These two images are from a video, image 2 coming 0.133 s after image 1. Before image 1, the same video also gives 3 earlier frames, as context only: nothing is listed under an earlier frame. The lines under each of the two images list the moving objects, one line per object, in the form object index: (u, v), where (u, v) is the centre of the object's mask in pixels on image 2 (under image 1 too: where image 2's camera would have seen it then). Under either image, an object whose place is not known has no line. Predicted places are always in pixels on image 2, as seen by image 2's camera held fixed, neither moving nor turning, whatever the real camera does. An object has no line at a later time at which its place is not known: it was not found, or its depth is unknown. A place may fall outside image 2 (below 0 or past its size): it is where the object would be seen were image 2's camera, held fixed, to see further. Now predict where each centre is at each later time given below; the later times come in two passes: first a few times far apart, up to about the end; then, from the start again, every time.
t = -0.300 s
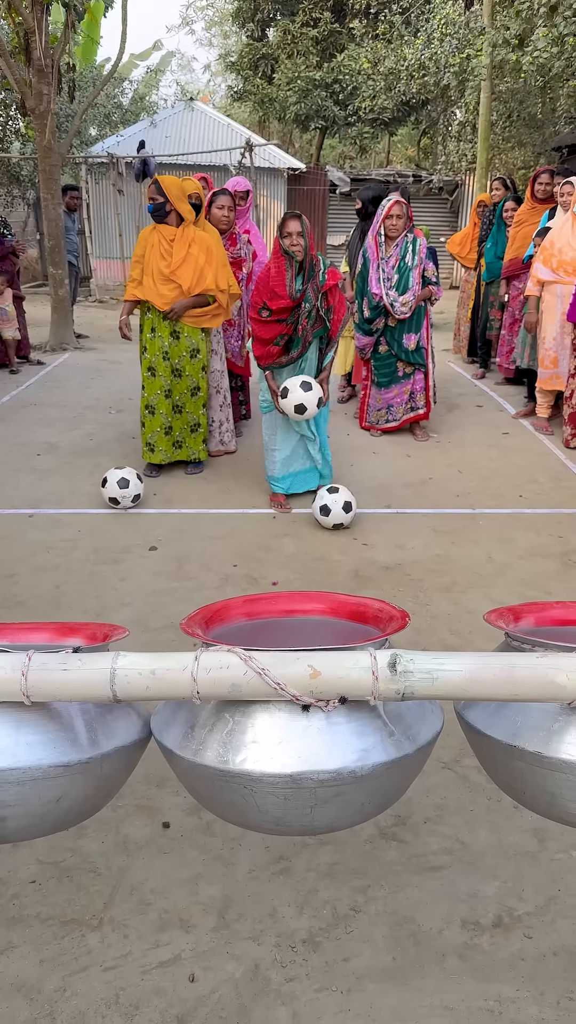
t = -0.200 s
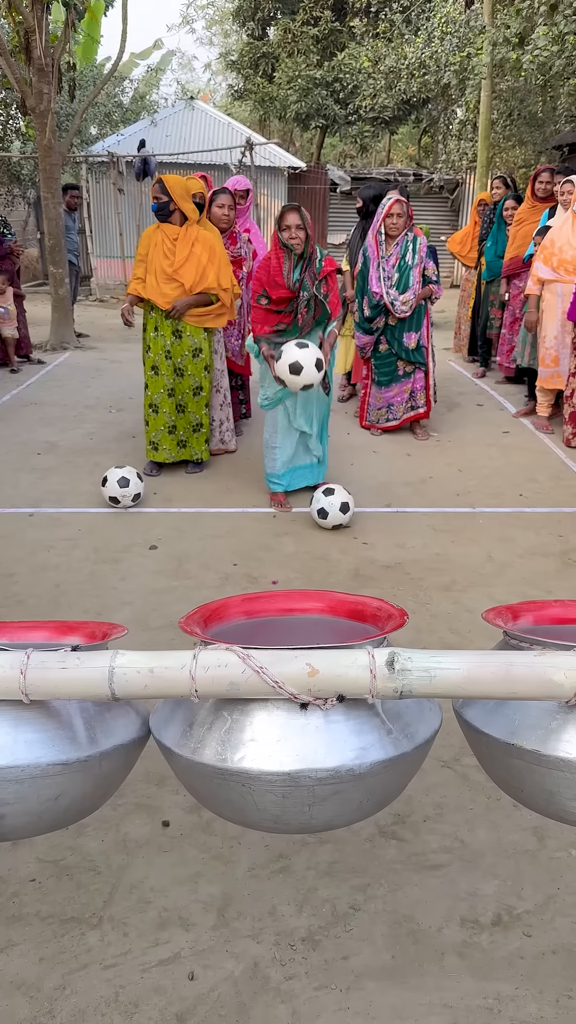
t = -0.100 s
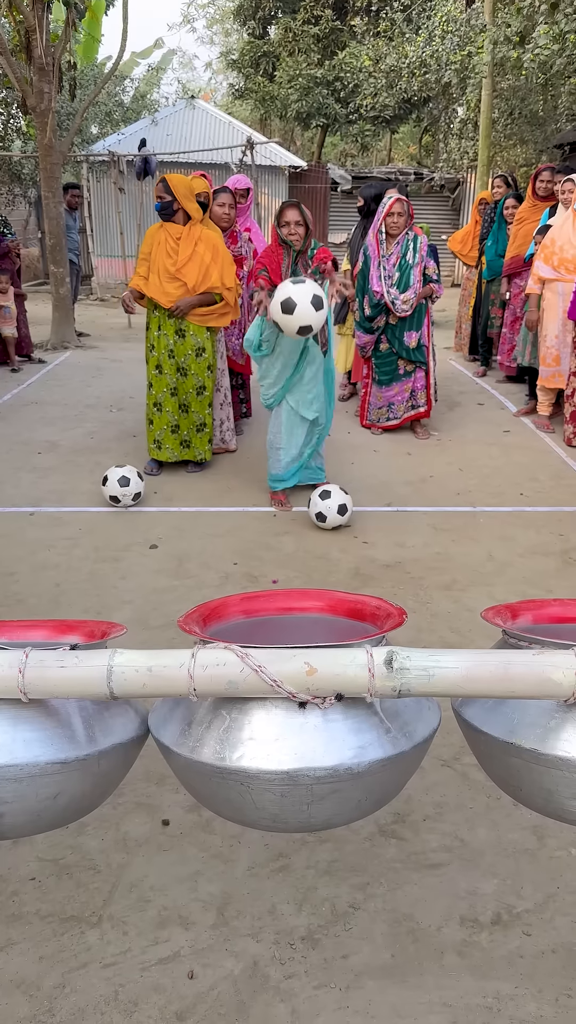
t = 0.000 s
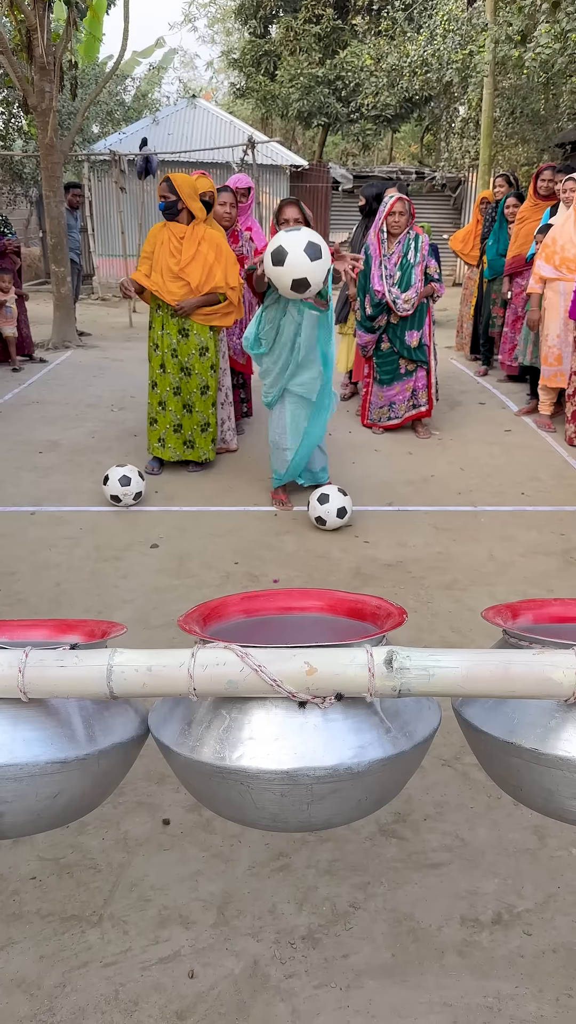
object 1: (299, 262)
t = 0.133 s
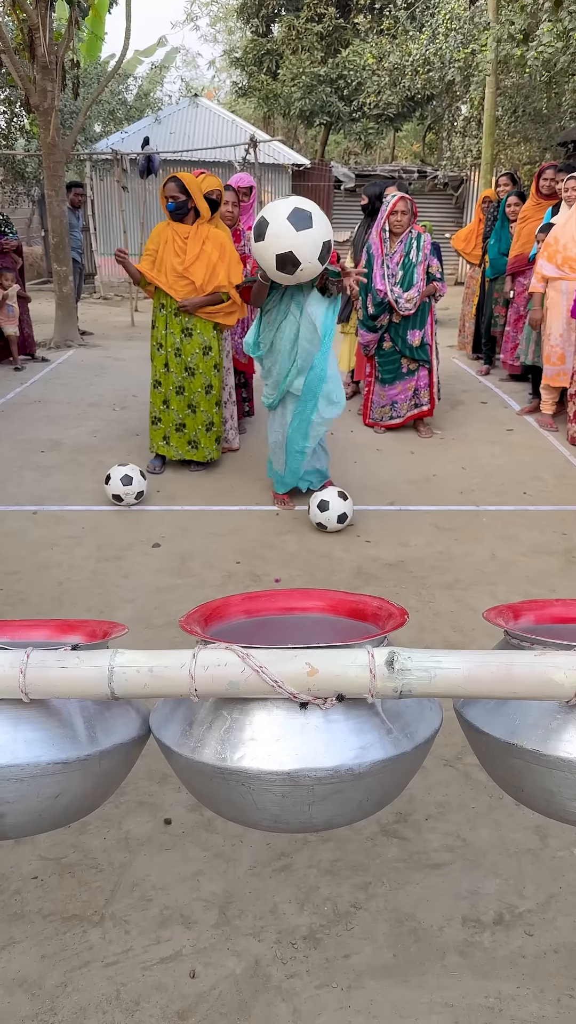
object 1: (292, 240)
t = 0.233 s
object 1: (282, 272)
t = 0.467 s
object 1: (246, 530)
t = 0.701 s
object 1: (176, 507)
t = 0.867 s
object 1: (113, 561)
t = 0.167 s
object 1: (289, 245)
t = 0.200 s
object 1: (286, 255)
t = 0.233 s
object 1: (282, 272)
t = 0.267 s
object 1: (279, 294)
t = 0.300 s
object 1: (275, 325)
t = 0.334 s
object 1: (271, 365)
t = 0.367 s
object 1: (267, 415)
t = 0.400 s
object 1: (262, 475)
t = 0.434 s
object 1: (256, 541)
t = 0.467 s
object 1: (246, 530)
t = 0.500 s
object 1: (235, 522)
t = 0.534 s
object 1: (224, 514)
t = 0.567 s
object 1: (215, 500)
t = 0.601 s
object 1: (205, 492)
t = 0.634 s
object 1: (195, 490)
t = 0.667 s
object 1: (185, 495)
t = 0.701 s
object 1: (176, 507)
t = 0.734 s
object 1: (166, 525)
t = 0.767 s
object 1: (157, 550)
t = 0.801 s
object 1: (141, 561)
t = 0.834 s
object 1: (126, 561)
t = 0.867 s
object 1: (113, 561)
